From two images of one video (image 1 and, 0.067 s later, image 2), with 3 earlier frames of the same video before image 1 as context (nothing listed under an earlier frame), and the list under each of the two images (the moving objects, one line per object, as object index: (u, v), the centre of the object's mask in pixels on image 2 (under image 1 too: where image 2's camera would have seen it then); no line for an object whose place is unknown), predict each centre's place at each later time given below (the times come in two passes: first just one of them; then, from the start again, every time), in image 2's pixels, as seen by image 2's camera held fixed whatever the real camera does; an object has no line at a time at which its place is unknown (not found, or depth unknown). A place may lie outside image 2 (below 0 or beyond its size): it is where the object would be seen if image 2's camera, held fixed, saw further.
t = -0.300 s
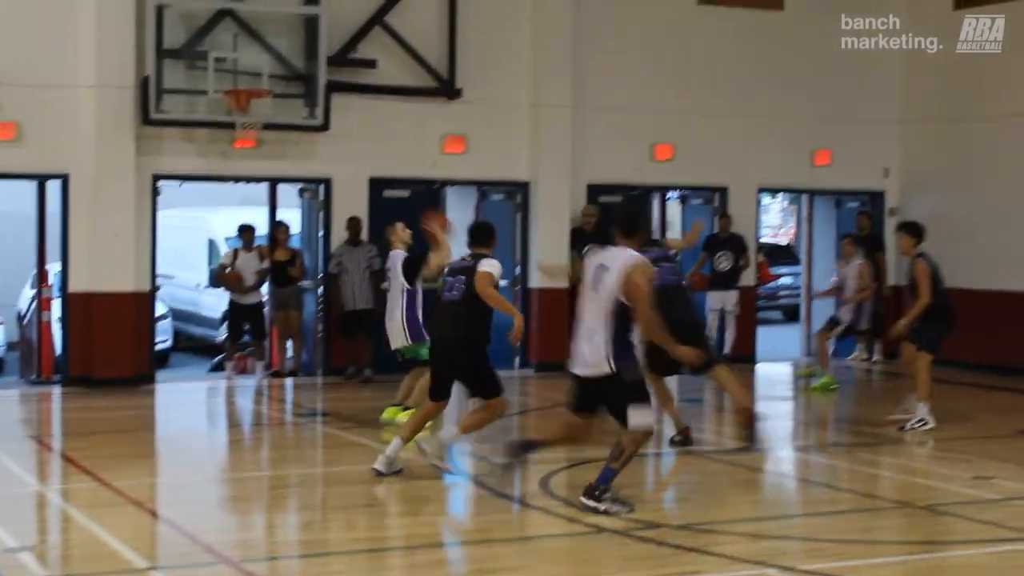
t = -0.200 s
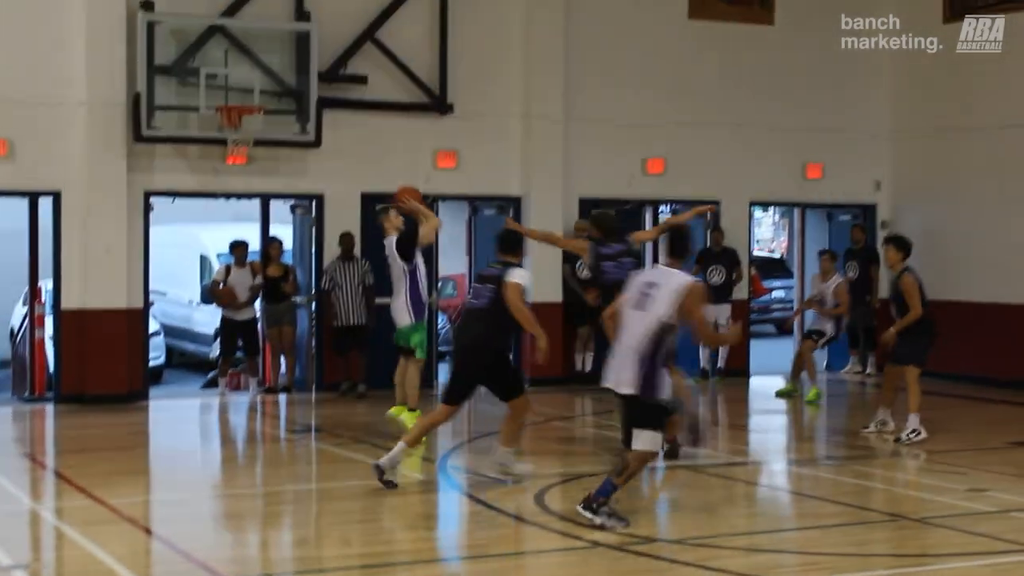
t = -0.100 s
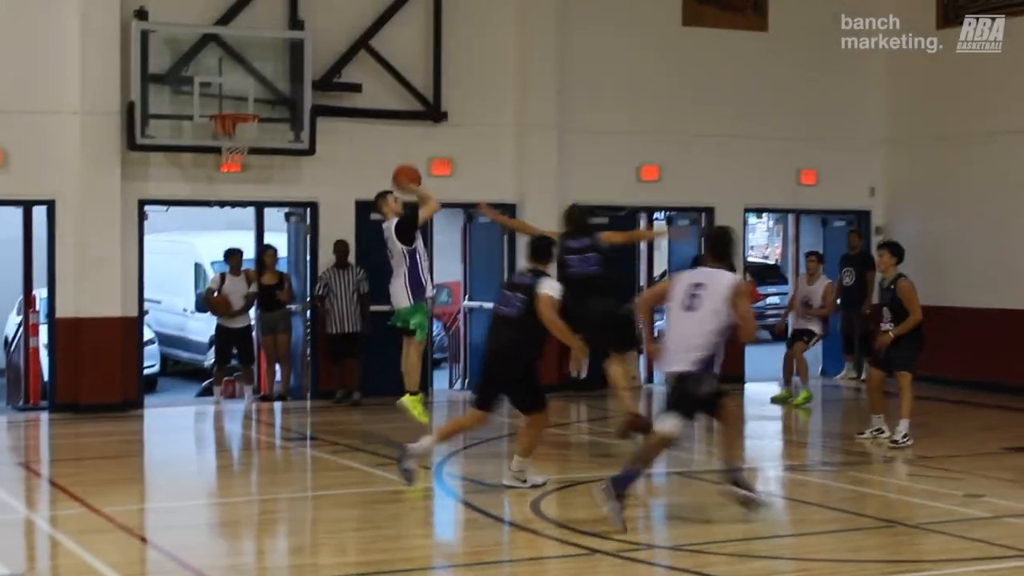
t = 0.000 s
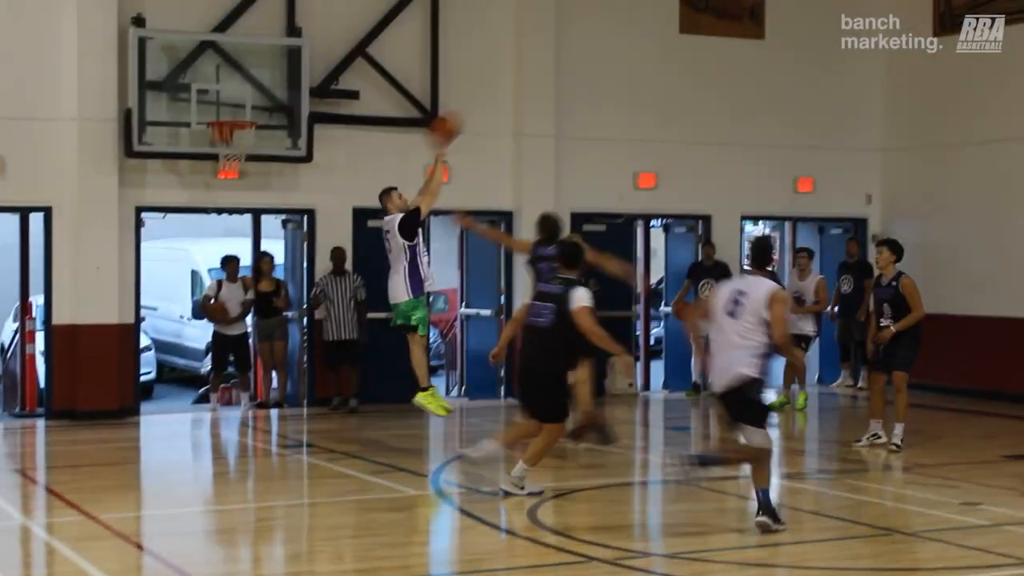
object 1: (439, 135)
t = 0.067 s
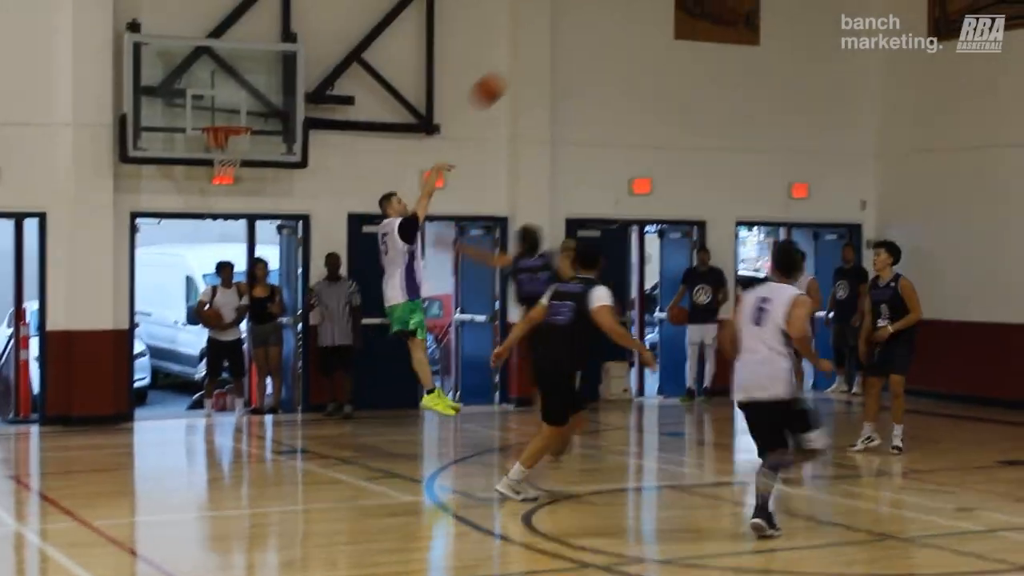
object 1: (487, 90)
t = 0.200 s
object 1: (587, 13)
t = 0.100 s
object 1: (512, 69)
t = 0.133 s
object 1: (537, 50)
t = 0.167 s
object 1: (563, 31)
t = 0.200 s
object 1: (587, 13)
